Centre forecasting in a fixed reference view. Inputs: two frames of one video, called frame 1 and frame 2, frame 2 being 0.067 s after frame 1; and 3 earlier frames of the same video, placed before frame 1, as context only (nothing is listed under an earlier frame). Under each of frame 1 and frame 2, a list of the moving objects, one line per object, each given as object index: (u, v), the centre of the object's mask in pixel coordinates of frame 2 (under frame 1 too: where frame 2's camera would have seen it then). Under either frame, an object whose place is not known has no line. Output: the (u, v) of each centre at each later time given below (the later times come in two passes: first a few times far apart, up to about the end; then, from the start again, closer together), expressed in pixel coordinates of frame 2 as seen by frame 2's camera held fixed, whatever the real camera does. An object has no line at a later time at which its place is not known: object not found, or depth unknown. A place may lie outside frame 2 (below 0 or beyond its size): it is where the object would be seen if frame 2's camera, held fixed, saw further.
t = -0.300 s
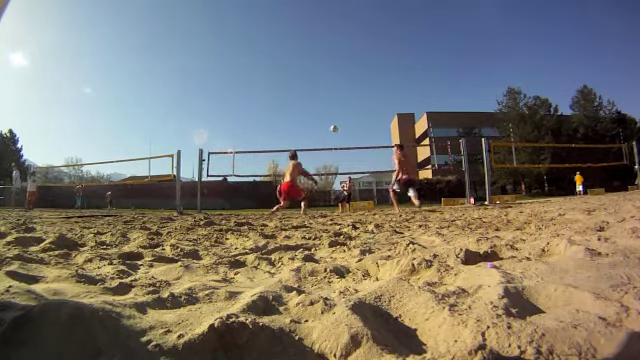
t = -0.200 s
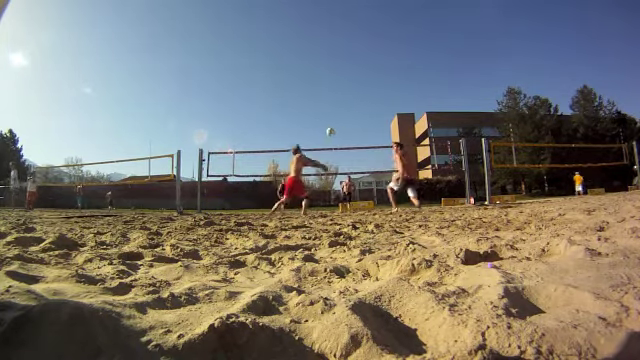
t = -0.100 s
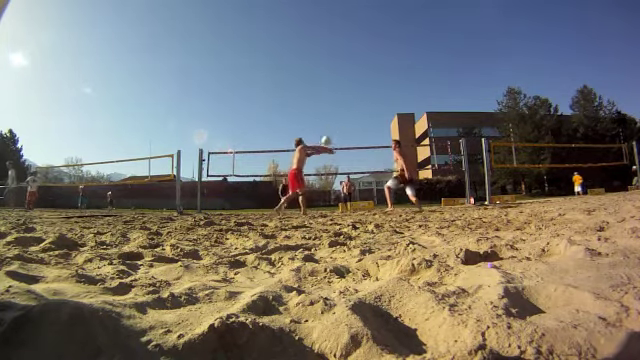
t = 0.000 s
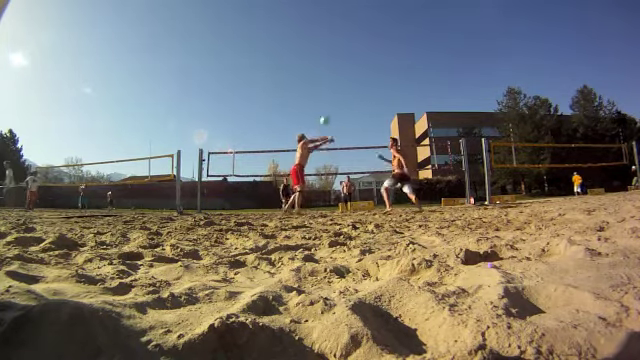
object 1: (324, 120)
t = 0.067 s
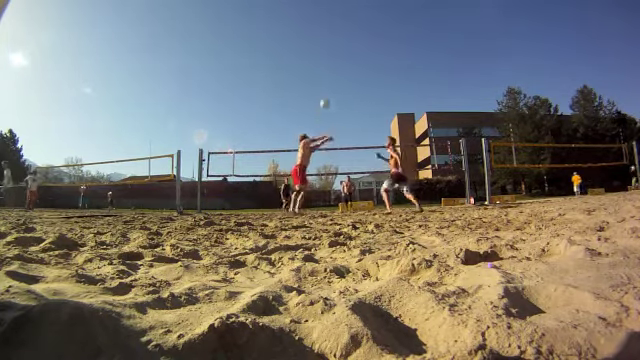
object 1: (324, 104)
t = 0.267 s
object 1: (325, 68)
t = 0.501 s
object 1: (326, 51)
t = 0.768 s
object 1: (329, 53)
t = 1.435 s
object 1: (339, 136)
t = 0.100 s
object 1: (324, 96)
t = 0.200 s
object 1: (324, 77)
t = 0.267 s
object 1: (325, 68)
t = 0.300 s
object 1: (325, 65)
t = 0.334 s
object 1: (325, 62)
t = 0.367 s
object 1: (325, 59)
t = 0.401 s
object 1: (325, 57)
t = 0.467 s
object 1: (326, 52)
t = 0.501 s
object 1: (326, 51)
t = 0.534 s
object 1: (326, 51)
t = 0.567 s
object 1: (327, 50)
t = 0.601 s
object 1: (327, 50)
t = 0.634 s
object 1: (327, 50)
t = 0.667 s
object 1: (328, 51)
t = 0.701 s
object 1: (328, 51)
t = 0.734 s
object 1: (328, 52)
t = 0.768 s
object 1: (329, 53)
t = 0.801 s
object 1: (329, 55)
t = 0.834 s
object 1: (329, 56)
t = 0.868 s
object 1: (330, 59)
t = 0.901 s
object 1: (330, 61)
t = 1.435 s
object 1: (339, 136)
